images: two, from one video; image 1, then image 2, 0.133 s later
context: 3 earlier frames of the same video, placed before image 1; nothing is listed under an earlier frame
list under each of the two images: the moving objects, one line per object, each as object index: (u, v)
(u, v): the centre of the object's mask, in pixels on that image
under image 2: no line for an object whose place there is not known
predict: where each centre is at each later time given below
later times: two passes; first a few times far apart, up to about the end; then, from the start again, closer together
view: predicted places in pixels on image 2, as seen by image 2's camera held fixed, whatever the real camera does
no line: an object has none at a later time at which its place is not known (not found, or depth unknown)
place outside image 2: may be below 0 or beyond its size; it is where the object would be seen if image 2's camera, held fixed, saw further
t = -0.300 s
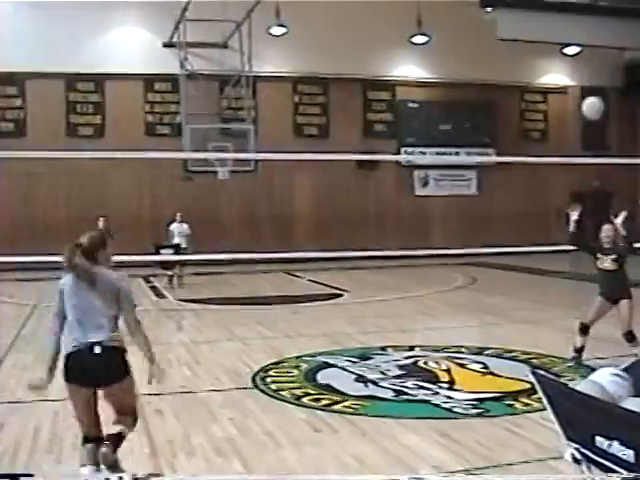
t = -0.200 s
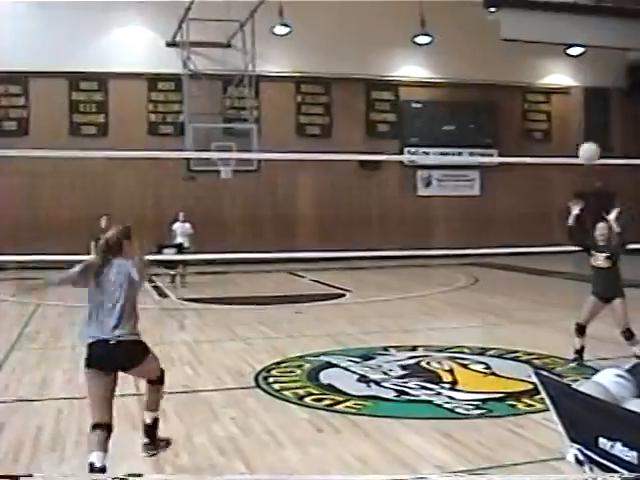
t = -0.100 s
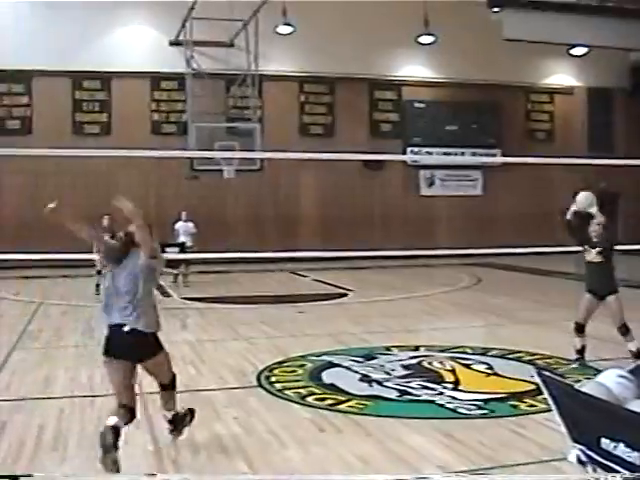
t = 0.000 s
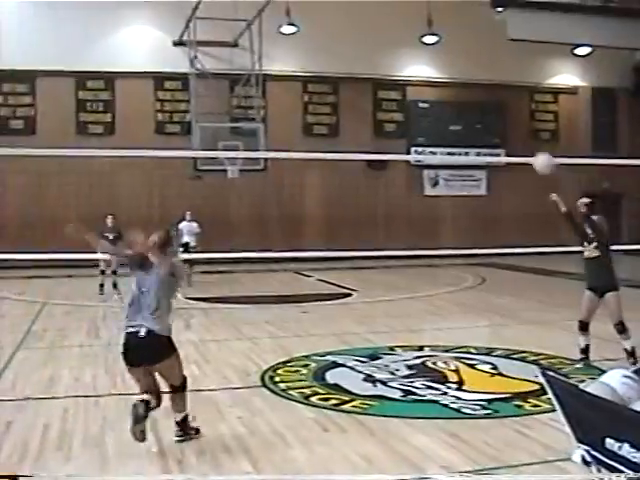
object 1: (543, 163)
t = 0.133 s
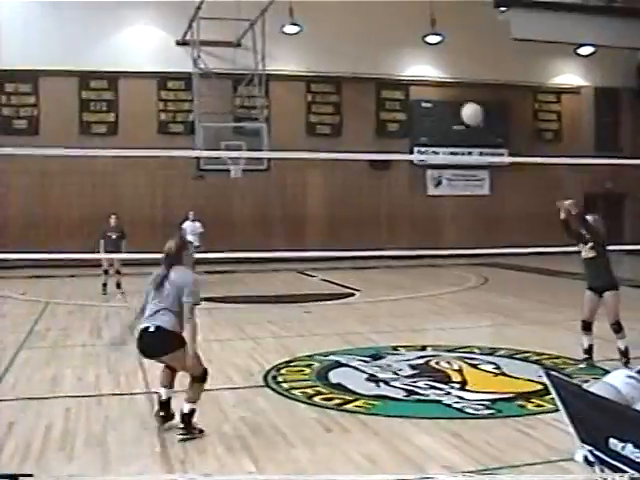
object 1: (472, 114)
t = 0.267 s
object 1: (393, 84)
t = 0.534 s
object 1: (233, 82)
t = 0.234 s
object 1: (414, 88)
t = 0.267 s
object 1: (393, 84)
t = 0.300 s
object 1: (374, 79)
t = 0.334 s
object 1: (353, 76)
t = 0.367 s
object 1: (334, 74)
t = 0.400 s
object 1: (315, 74)
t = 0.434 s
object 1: (293, 75)
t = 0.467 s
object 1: (274, 76)
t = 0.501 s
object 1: (254, 77)
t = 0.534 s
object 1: (233, 82)
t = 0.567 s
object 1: (213, 87)
